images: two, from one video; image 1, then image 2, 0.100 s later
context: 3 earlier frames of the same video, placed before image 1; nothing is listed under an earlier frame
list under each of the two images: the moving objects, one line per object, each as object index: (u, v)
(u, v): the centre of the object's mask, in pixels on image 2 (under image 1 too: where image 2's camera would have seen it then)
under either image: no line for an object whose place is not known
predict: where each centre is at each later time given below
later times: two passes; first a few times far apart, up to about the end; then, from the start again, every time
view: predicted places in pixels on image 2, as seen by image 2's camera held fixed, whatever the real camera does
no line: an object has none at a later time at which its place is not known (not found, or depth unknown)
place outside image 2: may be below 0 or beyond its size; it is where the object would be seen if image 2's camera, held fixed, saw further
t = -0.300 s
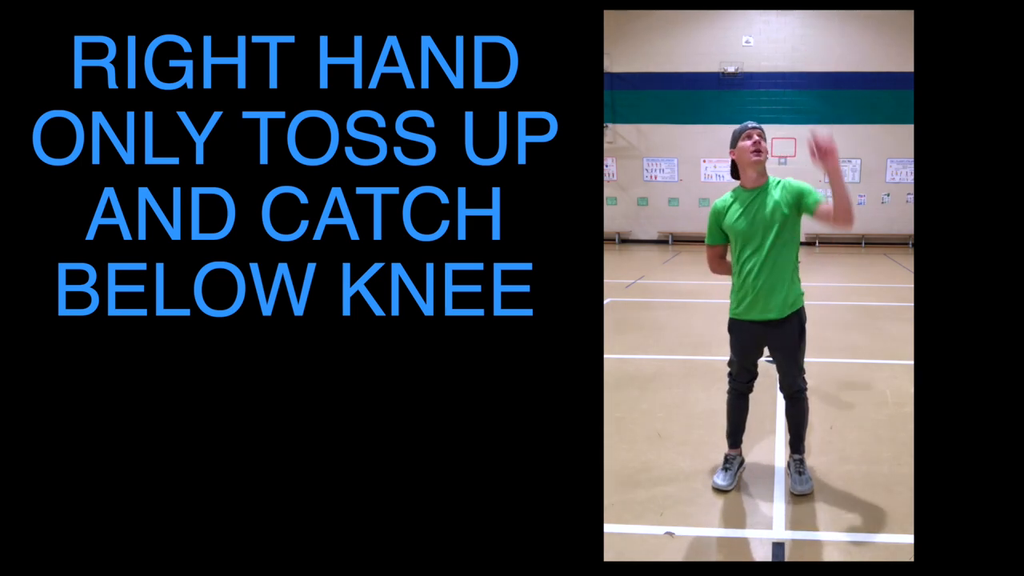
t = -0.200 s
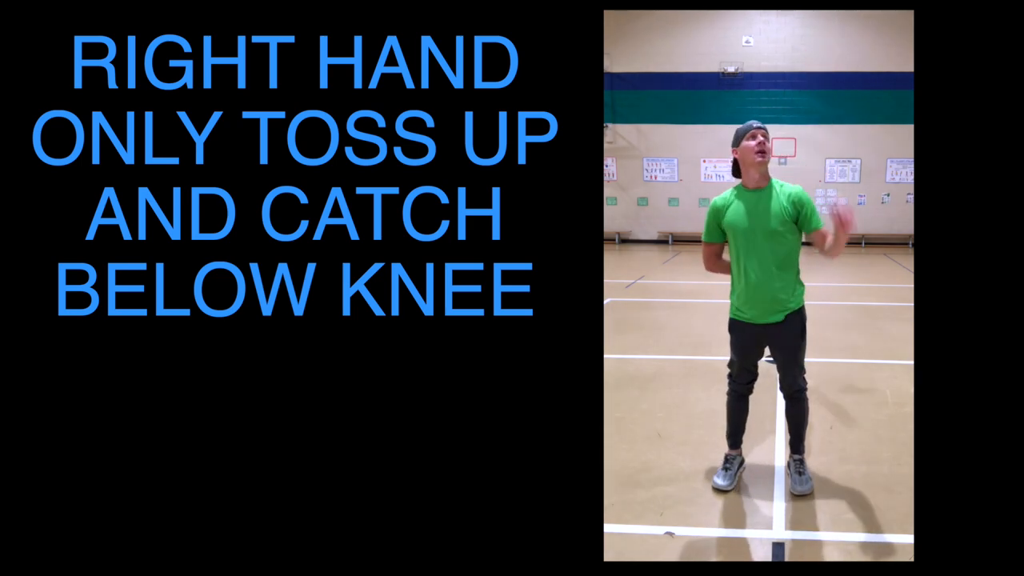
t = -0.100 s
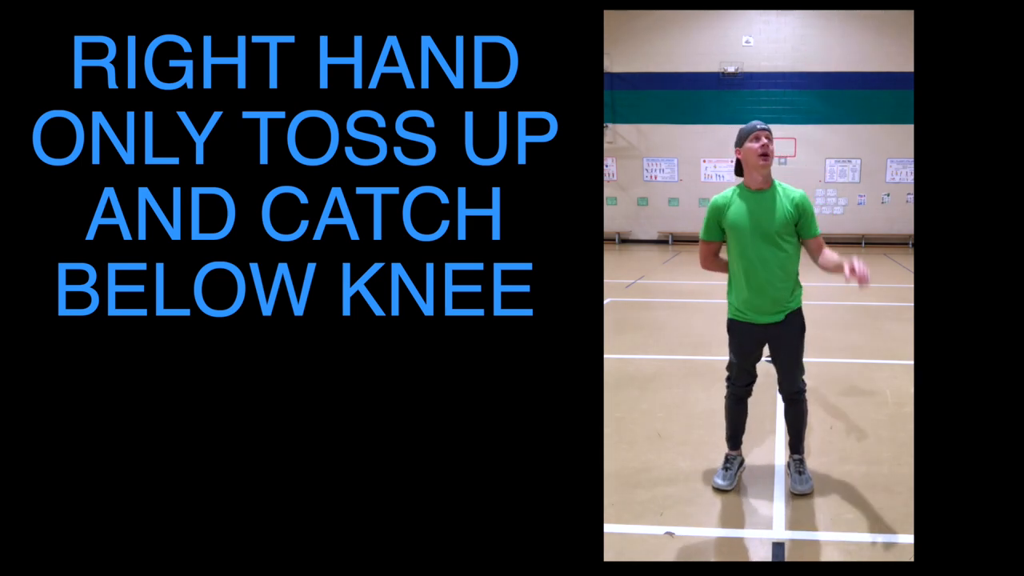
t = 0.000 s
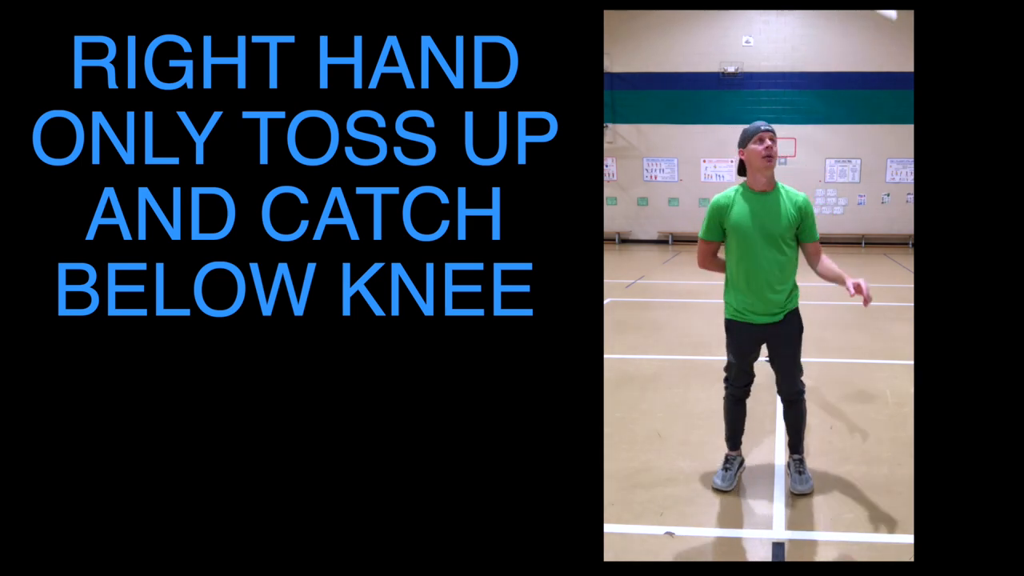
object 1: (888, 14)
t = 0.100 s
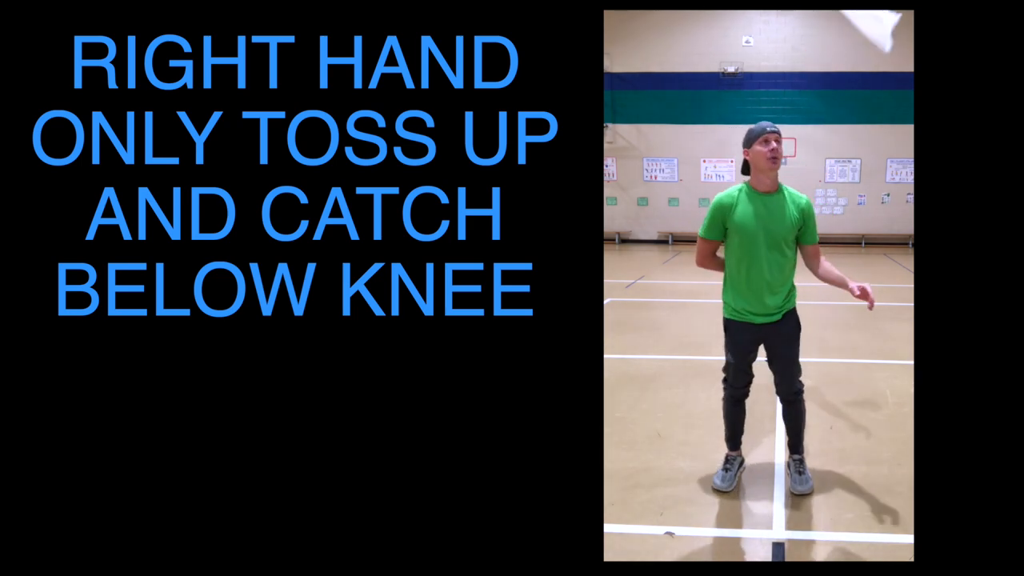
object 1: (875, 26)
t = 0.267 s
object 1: (874, 60)
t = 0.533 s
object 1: (885, 100)
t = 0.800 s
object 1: (895, 158)
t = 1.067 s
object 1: (901, 186)
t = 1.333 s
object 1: (902, 236)
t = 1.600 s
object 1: (898, 300)
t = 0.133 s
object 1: (874, 28)
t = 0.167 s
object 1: (873, 32)
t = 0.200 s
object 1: (872, 41)
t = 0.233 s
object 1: (872, 51)
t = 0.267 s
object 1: (874, 60)
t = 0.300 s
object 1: (876, 66)
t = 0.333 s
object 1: (879, 71)
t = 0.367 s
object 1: (881, 75)
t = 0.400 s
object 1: (884, 79)
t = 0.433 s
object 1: (885, 84)
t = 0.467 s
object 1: (886, 89)
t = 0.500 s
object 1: (886, 94)
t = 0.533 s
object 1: (885, 100)
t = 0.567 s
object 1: (884, 107)
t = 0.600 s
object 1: (884, 115)
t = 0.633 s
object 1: (884, 123)
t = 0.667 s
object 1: (885, 132)
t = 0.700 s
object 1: (887, 141)
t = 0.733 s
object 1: (889, 149)
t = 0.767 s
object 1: (893, 155)
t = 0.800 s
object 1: (895, 158)
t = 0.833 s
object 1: (896, 158)
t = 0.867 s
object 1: (898, 160)
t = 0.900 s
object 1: (899, 163)
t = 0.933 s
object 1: (900, 166)
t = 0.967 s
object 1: (900, 170)
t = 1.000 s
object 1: (901, 174)
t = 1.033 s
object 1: (901, 180)
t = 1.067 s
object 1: (901, 186)
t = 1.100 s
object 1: (900, 190)
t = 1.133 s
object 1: (900, 196)
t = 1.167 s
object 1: (902, 203)
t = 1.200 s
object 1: (903, 211)
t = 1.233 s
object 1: (902, 216)
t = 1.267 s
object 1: (902, 222)
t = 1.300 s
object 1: (902, 229)
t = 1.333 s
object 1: (902, 236)
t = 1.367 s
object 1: (901, 245)
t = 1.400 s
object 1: (901, 254)
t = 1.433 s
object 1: (901, 264)
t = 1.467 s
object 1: (900, 275)
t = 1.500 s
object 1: (899, 280)
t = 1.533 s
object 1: (899, 286)
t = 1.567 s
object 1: (899, 294)
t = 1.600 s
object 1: (898, 300)
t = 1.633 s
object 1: (898, 306)
